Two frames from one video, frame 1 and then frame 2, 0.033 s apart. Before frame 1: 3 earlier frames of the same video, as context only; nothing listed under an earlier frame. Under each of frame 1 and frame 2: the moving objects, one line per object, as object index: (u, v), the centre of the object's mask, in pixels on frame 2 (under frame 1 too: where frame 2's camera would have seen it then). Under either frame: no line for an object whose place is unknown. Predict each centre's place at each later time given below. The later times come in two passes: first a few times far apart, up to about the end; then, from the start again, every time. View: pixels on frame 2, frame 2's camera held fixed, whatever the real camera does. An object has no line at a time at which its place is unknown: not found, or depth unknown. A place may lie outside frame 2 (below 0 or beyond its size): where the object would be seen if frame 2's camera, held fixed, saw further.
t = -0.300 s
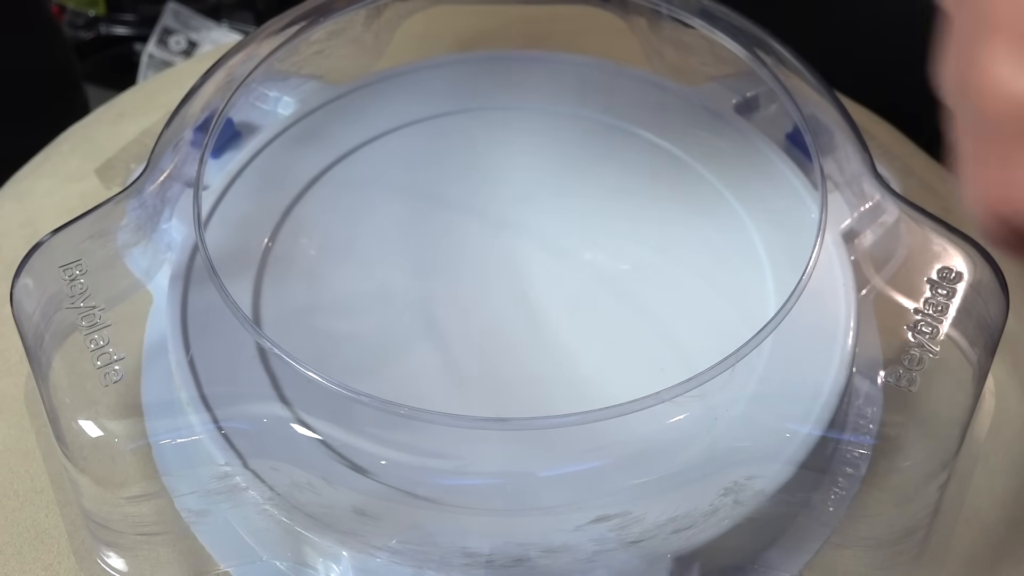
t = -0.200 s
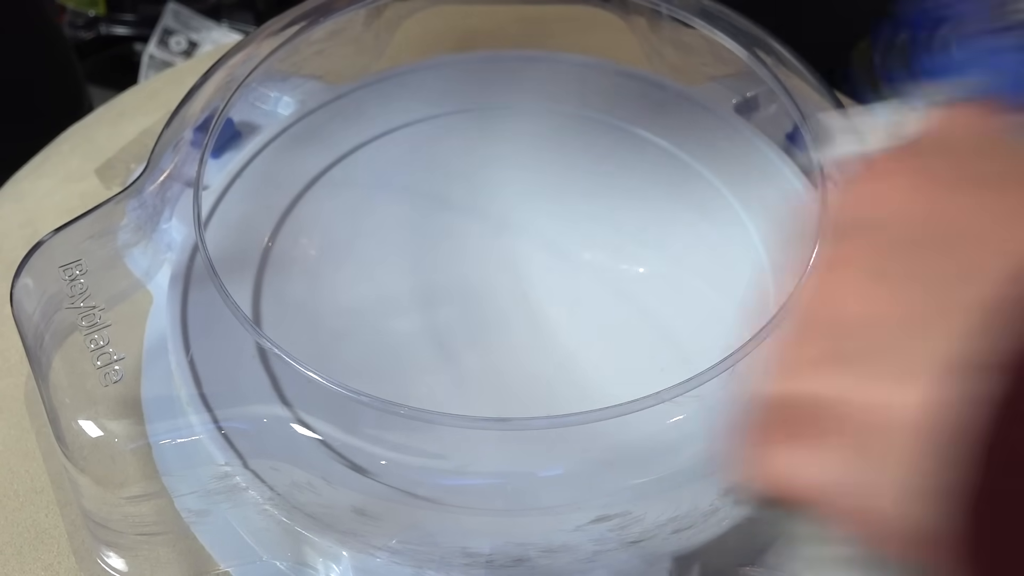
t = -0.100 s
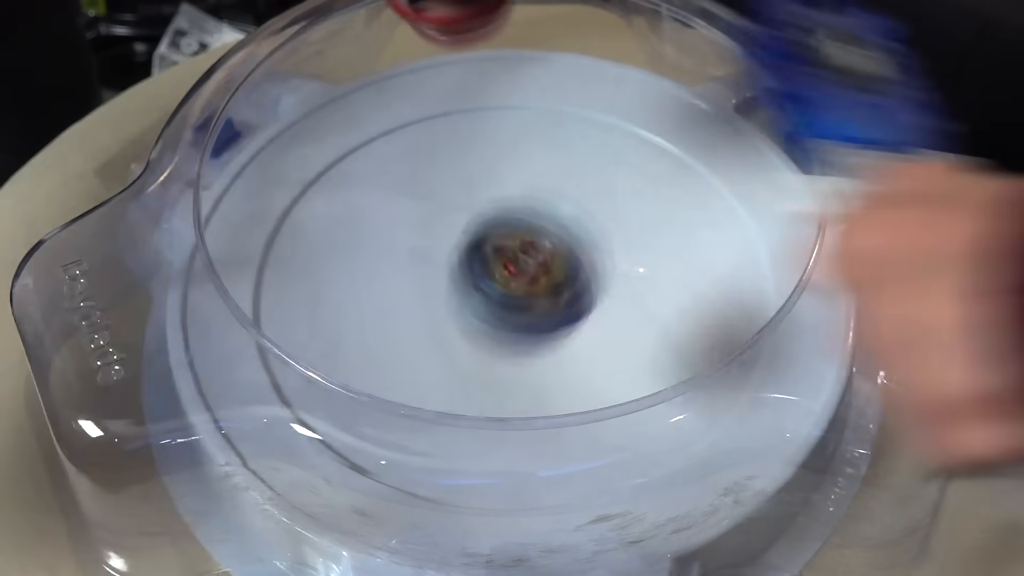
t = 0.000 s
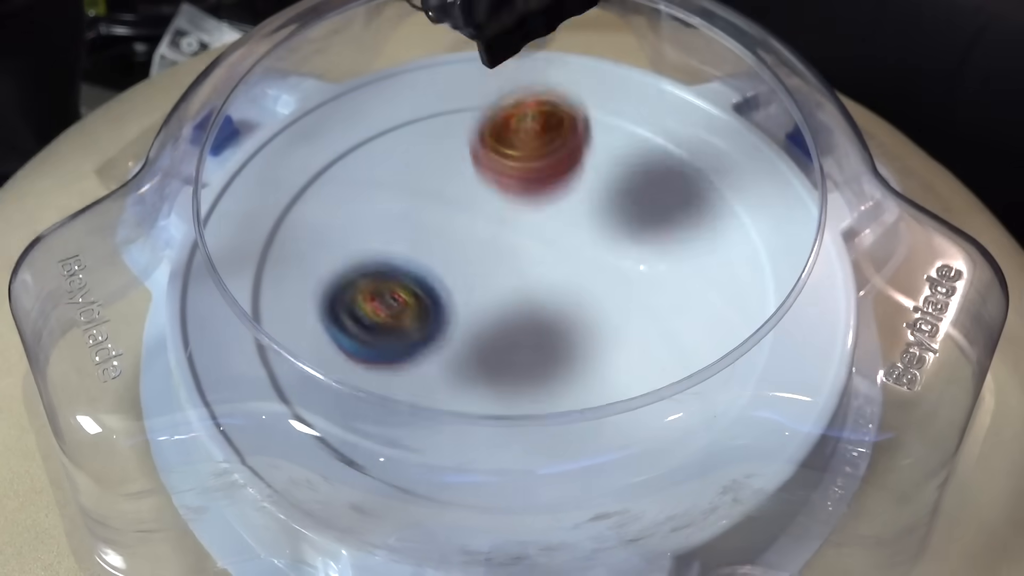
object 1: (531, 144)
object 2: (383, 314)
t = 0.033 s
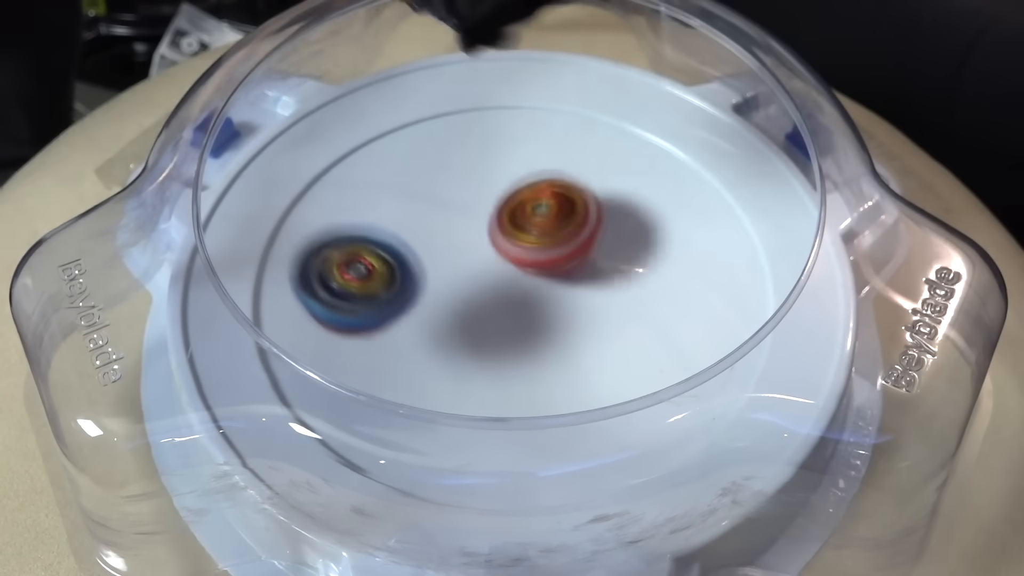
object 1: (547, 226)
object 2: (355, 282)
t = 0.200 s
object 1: (583, 263)
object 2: (288, 208)
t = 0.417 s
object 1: (548, 225)
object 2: (313, 230)
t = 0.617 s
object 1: (589, 125)
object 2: (470, 268)
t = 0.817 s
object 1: (726, 182)
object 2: (567, 143)
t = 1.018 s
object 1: (556, 473)
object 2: (456, 98)
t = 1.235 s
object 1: (253, 218)
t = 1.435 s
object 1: (344, 89)
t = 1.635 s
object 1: (584, 40)
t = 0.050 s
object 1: (550, 218)
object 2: (342, 272)
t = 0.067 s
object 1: (555, 212)
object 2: (331, 267)
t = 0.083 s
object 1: (559, 210)
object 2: (322, 266)
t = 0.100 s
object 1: (564, 211)
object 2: (313, 261)
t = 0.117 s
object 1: (569, 216)
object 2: (307, 247)
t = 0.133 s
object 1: (573, 227)
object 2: (301, 236)
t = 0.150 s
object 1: (577, 241)
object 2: (297, 226)
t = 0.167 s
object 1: (581, 260)
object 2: (294, 221)
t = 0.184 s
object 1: (583, 263)
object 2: (290, 212)
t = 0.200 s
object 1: (583, 263)
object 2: (288, 208)
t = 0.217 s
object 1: (583, 265)
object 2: (287, 203)
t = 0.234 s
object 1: (583, 271)
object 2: (286, 200)
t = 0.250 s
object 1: (582, 269)
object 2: (286, 197)
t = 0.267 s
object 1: (580, 269)
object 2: (288, 197)
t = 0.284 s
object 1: (578, 269)
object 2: (291, 199)
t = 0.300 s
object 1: (574, 267)
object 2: (294, 200)
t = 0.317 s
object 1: (570, 264)
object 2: (297, 203)
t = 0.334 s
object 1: (566, 260)
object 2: (299, 206)
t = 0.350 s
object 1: (562, 255)
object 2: (303, 210)
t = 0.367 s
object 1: (557, 249)
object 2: (306, 213)
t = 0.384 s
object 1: (553, 241)
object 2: (308, 219)
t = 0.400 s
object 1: (550, 233)
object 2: (310, 224)
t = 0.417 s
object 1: (548, 225)
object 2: (313, 230)
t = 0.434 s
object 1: (546, 215)
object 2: (316, 237)
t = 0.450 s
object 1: (545, 205)
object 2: (321, 244)
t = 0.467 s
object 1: (545, 195)
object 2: (328, 254)
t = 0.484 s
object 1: (547, 185)
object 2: (339, 262)
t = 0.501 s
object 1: (549, 175)
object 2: (352, 269)
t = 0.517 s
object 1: (553, 165)
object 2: (367, 274)
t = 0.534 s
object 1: (557, 156)
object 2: (382, 278)
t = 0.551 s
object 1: (562, 148)
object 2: (399, 279)
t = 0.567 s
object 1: (568, 140)
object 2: (417, 279)
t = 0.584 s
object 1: (575, 134)
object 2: (435, 277)
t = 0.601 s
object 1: (582, 129)
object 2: (453, 273)
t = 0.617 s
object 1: (589, 125)
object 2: (470, 268)
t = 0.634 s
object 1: (597, 122)
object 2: (487, 261)
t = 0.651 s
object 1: (605, 120)
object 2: (502, 253)
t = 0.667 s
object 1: (614, 120)
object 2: (517, 244)
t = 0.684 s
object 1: (623, 121)
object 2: (532, 234)
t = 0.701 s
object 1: (633, 123)
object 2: (544, 224)
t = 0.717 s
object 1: (643, 126)
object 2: (554, 212)
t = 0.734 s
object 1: (654, 131)
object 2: (563, 200)
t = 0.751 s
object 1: (667, 137)
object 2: (573, 187)
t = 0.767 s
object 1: (682, 145)
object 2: (574, 176)
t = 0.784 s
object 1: (702, 152)
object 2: (573, 165)
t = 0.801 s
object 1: (718, 164)
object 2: (571, 153)
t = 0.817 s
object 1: (726, 182)
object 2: (567, 143)
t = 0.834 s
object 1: (734, 205)
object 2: (563, 132)
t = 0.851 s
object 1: (738, 230)
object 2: (558, 124)
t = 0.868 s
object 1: (740, 255)
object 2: (551, 115)
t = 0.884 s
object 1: (734, 280)
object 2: (544, 106)
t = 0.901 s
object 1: (724, 304)
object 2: (536, 97)
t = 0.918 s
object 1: (717, 336)
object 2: (526, 89)
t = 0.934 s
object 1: (701, 365)
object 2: (516, 82)
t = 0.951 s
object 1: (685, 394)
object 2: (504, 80)
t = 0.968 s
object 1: (658, 418)
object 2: (493, 83)
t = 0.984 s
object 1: (629, 439)
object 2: (481, 89)
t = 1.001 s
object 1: (597, 468)
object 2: (468, 94)
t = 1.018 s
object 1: (556, 473)
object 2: (456, 98)
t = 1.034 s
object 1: (512, 470)
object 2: (444, 102)
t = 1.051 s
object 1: (468, 476)
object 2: (432, 106)
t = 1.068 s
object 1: (426, 470)
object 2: (419, 110)
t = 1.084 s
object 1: (382, 459)
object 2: (406, 113)
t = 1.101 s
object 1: (343, 441)
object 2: (392, 116)
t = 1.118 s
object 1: (317, 407)
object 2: (378, 121)
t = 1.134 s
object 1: (289, 382)
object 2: (363, 127)
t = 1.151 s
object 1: (268, 352)
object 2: (351, 136)
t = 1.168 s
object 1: (258, 317)
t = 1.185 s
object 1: (250, 283)
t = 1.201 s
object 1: (253, 252)
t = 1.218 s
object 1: (253, 231)
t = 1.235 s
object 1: (253, 218)
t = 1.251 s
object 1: (254, 208)
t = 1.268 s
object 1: (253, 198)
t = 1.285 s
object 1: (254, 186)
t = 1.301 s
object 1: (257, 174)
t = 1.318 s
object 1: (259, 163)
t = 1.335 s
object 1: (265, 151)
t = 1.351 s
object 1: (274, 141)
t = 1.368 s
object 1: (286, 131)
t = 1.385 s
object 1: (297, 119)
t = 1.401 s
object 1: (311, 108)
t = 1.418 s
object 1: (327, 99)
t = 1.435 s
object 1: (344, 89)
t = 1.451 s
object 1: (363, 79)
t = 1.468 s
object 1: (384, 70)
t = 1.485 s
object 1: (409, 62)
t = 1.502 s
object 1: (436, 56)
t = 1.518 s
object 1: (465, 52)
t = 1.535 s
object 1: (493, 50)
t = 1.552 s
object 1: (524, 51)
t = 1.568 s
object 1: (549, 52)
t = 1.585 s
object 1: (559, 45)
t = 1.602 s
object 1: (568, 39)
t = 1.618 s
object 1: (577, 37)
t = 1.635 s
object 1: (584, 40)
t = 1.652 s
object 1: (593, 45)
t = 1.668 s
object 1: (601, 52)
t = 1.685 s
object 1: (610, 62)
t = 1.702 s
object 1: (619, 73)
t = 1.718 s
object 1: (629, 89)
